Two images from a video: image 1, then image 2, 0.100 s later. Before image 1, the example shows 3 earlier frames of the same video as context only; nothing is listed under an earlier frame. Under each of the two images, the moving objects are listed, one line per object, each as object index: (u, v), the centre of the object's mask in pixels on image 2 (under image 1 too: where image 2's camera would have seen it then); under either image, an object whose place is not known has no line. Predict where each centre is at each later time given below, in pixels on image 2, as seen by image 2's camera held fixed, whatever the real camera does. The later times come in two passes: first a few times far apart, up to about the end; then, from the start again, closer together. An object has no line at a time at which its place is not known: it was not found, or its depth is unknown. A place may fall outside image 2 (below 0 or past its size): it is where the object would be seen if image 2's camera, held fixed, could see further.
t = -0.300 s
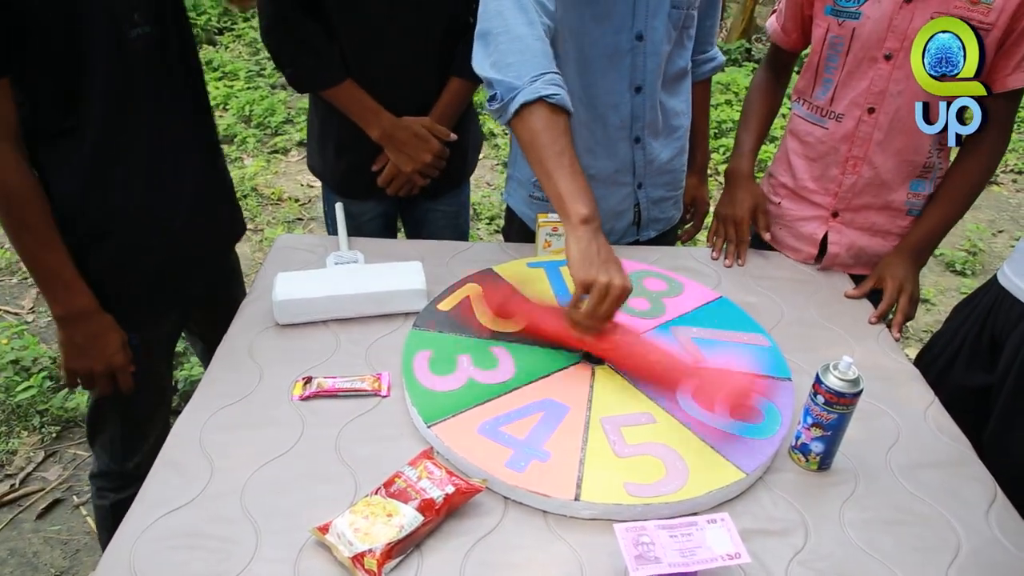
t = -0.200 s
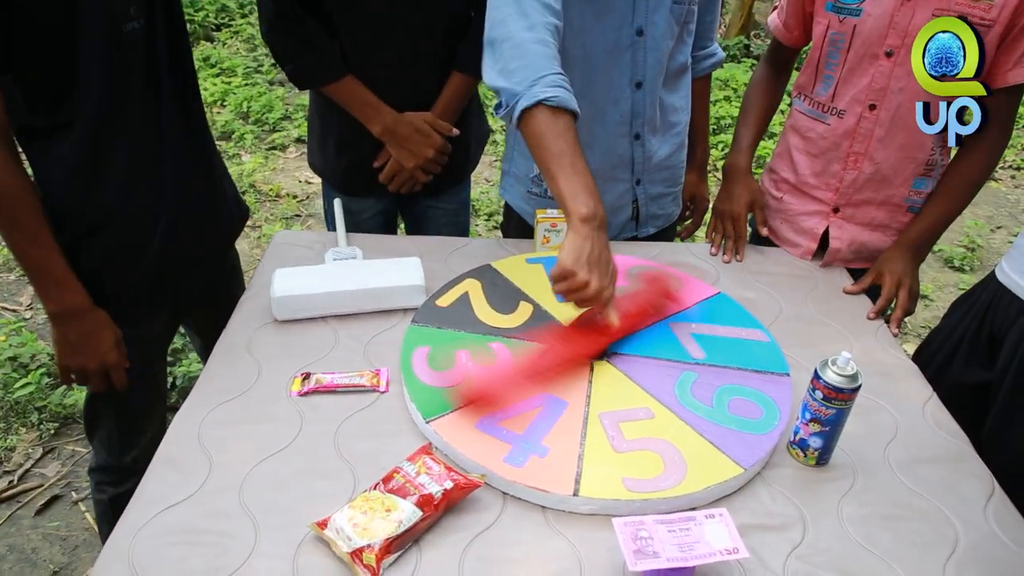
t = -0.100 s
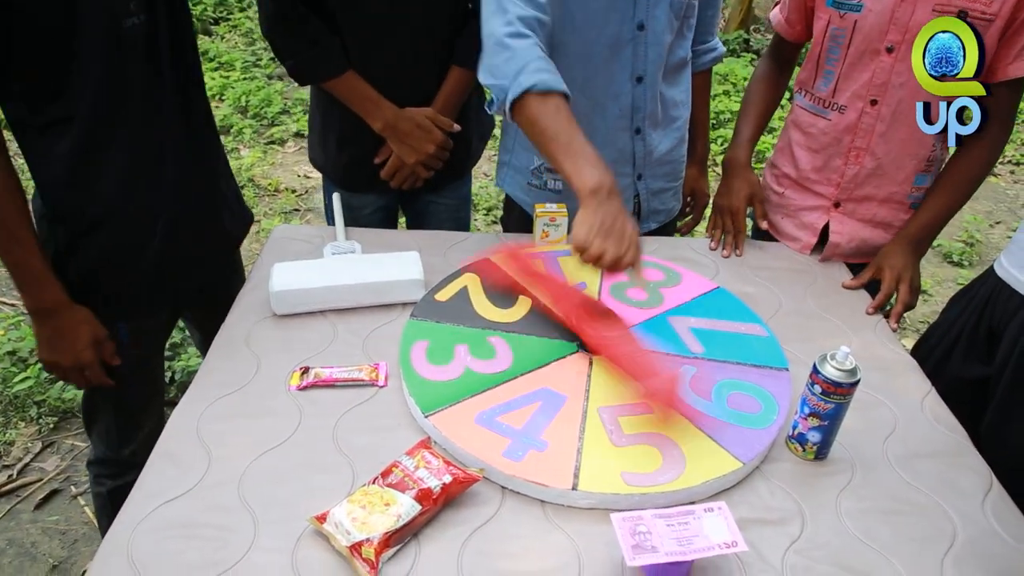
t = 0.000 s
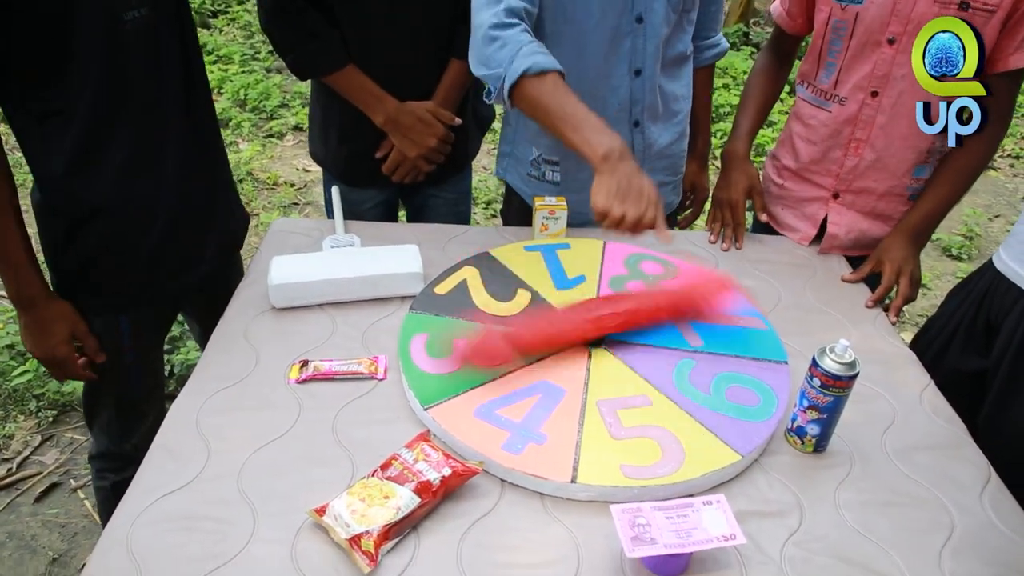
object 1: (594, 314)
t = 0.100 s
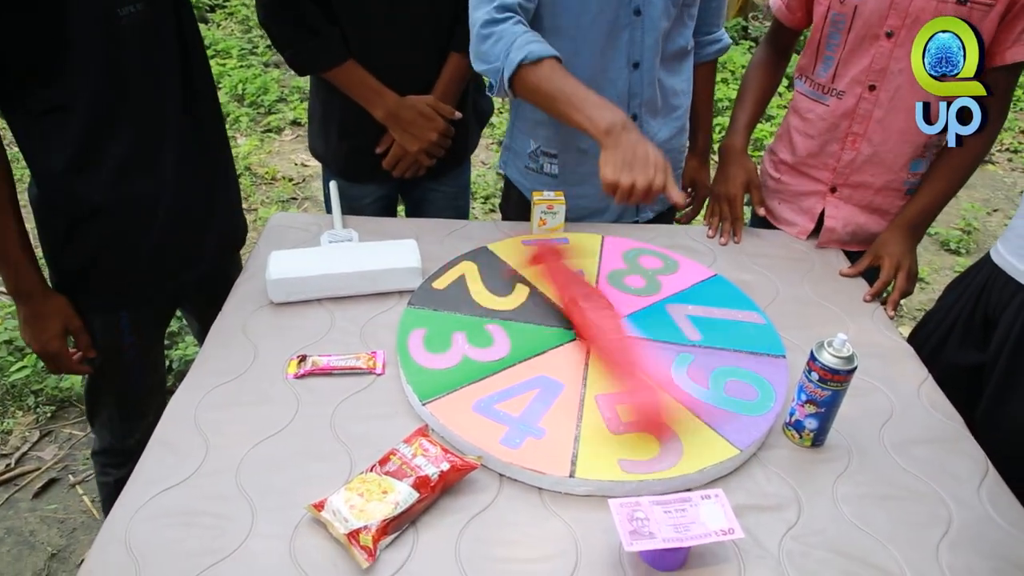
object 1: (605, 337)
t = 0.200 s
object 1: (566, 318)
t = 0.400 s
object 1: (588, 314)
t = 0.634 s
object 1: (563, 322)
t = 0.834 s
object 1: (590, 321)
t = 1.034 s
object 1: (609, 330)
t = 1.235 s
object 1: (567, 313)
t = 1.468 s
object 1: (588, 320)
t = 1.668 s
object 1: (621, 332)
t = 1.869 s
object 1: (565, 324)
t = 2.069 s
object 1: (600, 319)
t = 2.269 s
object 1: (592, 316)
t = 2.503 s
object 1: (624, 333)
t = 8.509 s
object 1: (602, 315)
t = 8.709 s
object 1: (603, 316)
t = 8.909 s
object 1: (603, 316)
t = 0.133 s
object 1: (584, 335)
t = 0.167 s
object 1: (566, 330)
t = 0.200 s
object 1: (566, 318)
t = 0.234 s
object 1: (578, 311)
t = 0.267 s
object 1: (592, 316)
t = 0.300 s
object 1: (596, 319)
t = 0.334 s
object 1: (592, 319)
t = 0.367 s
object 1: (591, 318)
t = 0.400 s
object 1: (588, 314)
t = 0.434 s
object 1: (594, 314)
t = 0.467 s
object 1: (600, 318)
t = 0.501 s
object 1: (618, 333)
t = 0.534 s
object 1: (609, 340)
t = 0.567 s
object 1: (587, 335)
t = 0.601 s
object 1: (568, 336)
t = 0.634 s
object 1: (563, 322)
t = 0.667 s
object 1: (561, 314)
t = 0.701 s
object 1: (581, 311)
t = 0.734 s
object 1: (586, 314)
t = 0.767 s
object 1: (585, 311)
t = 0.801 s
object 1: (595, 325)
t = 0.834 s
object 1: (590, 321)
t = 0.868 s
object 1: (589, 318)
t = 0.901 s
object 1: (589, 314)
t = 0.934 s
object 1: (594, 315)
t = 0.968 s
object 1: (609, 317)
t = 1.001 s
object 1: (622, 327)
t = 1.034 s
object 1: (609, 330)
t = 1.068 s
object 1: (604, 341)
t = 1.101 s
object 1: (588, 336)
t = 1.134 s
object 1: (575, 335)
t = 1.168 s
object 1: (566, 328)
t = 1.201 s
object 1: (560, 321)
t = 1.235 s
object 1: (567, 313)
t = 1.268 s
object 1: (582, 311)
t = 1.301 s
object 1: (588, 312)
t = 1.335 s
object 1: (601, 320)
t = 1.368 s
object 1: (596, 319)
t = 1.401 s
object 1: (595, 326)
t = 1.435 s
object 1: (590, 323)
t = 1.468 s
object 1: (588, 320)
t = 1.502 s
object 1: (588, 316)
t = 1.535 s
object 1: (592, 314)
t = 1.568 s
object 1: (598, 313)
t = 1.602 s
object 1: (610, 317)
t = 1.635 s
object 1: (617, 324)
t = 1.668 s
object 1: (621, 332)
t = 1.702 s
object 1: (610, 334)
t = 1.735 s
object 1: (603, 341)
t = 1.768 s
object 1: (589, 339)
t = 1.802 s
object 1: (578, 340)
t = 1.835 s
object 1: (567, 334)
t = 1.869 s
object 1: (565, 324)
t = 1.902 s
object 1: (562, 319)
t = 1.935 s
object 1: (566, 313)
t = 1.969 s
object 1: (579, 311)
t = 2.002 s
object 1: (581, 310)
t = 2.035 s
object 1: (594, 314)
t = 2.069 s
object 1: (600, 319)
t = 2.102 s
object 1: (594, 318)
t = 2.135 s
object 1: (597, 324)
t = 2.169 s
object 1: (593, 324)
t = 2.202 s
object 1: (589, 324)
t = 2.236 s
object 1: (589, 319)
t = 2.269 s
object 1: (592, 316)
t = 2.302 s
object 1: (589, 314)
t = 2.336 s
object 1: (593, 314)
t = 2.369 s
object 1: (597, 313)
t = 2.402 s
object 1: (604, 314)
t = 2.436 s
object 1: (613, 317)
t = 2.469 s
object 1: (617, 323)
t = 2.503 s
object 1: (624, 333)
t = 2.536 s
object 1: (617, 333)
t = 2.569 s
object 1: (613, 340)
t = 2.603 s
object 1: (603, 342)
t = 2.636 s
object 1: (591, 340)
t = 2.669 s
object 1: (581, 341)
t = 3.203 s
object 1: (593, 326)
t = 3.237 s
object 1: (589, 325)
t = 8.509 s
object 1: (602, 315)
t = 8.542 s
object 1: (602, 315)
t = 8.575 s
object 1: (602, 315)
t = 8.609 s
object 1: (602, 316)
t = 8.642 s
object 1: (602, 316)
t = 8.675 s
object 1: (602, 316)
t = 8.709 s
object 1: (603, 316)
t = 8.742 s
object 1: (603, 316)
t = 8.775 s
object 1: (603, 316)
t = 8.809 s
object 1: (603, 316)
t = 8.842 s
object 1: (603, 316)
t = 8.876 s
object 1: (603, 316)
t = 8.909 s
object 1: (603, 316)
